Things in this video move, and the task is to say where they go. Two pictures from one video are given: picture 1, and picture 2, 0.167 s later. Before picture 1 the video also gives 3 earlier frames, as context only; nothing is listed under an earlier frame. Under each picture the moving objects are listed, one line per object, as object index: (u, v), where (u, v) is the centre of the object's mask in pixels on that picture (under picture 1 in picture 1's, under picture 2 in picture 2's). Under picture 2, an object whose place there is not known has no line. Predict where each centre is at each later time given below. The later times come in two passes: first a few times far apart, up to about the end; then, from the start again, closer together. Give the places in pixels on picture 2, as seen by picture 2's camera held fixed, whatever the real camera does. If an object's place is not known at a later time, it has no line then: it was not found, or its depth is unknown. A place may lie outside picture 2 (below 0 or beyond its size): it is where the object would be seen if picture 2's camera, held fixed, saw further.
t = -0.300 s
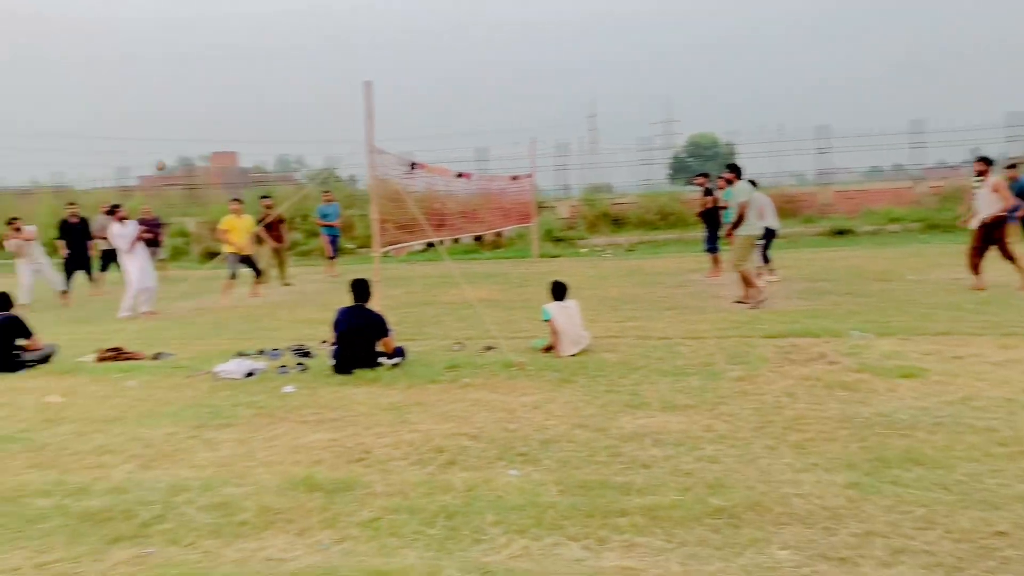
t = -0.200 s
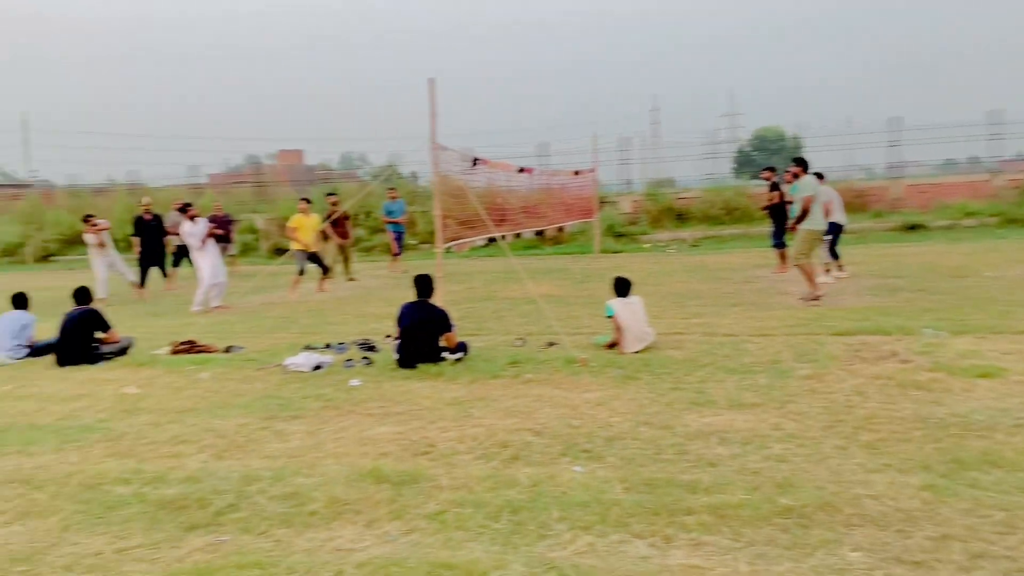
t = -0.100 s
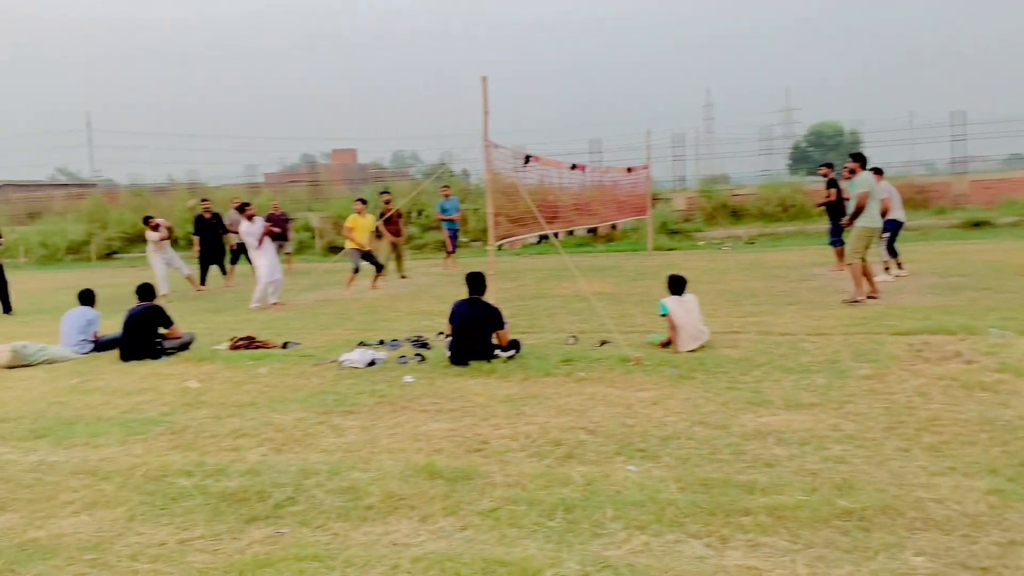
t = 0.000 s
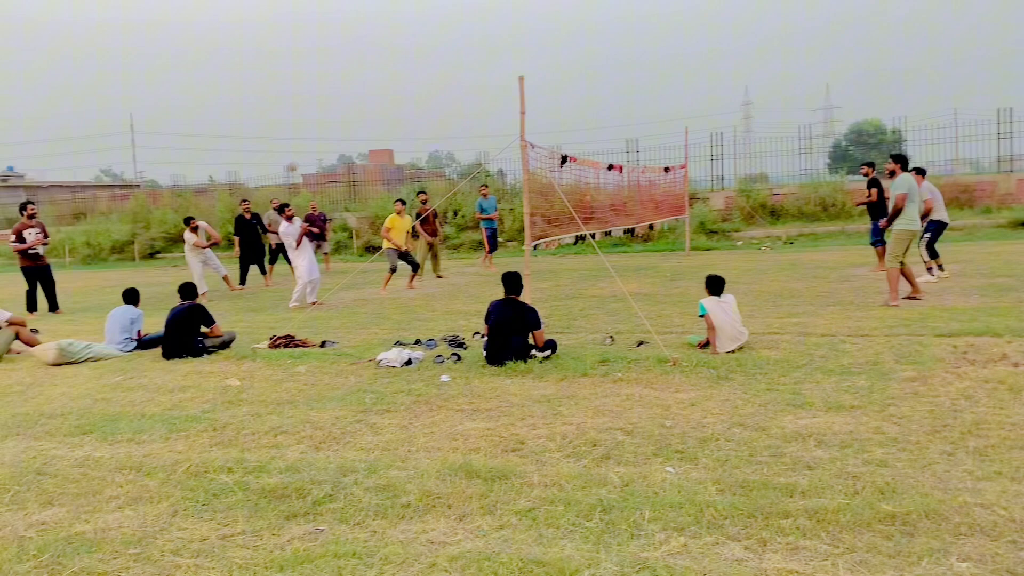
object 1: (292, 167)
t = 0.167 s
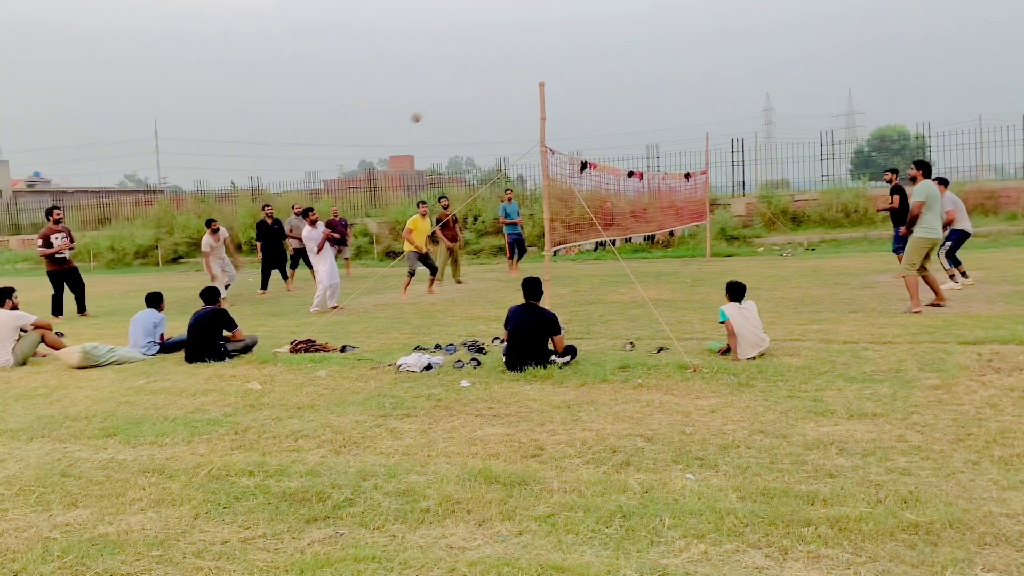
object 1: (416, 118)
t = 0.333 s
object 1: (529, 75)
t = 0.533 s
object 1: (675, 45)
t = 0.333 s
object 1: (529, 75)
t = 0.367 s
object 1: (553, 68)
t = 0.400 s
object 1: (577, 62)
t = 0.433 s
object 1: (601, 57)
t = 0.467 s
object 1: (625, 53)
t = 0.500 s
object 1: (650, 48)
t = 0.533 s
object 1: (675, 45)
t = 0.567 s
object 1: (701, 43)
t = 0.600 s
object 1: (727, 41)
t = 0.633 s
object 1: (753, 40)
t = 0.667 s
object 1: (780, 40)
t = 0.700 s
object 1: (807, 40)
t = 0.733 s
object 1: (835, 42)
